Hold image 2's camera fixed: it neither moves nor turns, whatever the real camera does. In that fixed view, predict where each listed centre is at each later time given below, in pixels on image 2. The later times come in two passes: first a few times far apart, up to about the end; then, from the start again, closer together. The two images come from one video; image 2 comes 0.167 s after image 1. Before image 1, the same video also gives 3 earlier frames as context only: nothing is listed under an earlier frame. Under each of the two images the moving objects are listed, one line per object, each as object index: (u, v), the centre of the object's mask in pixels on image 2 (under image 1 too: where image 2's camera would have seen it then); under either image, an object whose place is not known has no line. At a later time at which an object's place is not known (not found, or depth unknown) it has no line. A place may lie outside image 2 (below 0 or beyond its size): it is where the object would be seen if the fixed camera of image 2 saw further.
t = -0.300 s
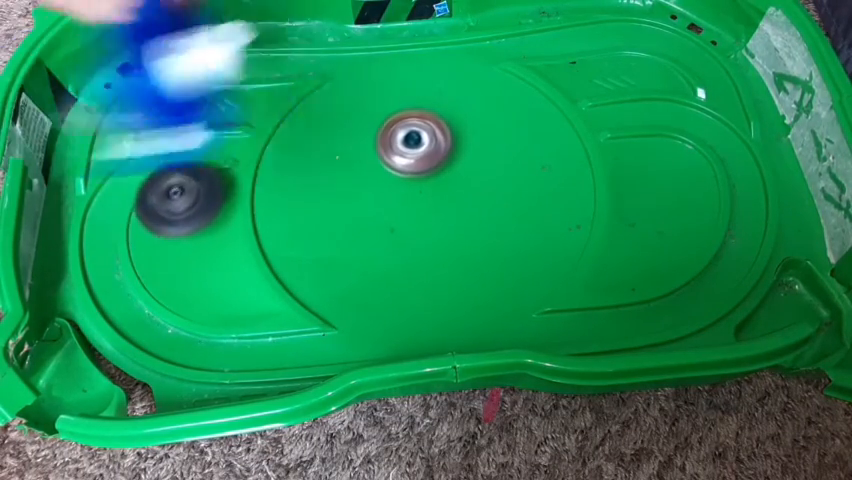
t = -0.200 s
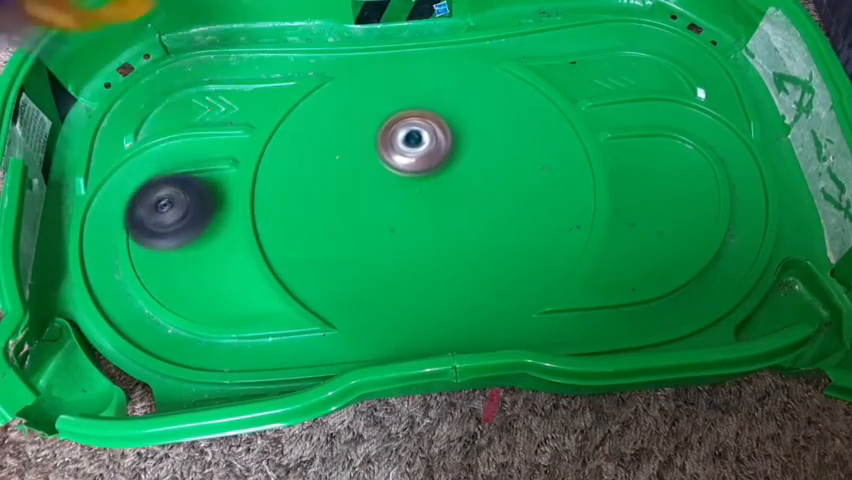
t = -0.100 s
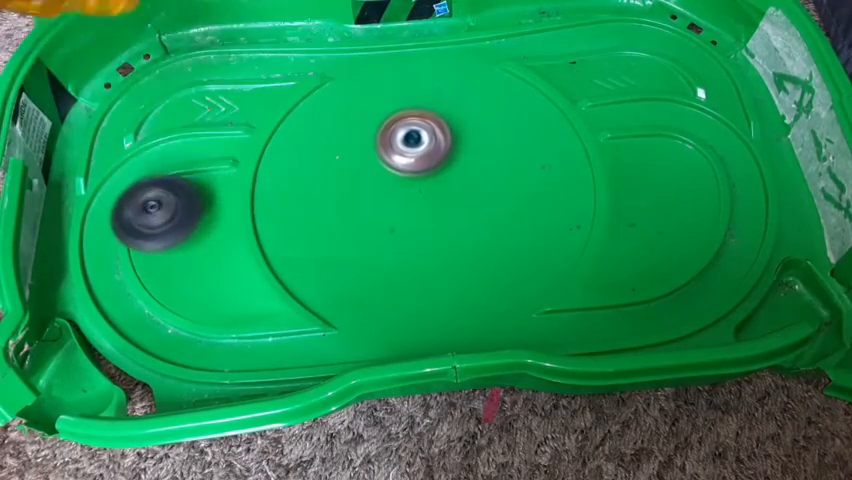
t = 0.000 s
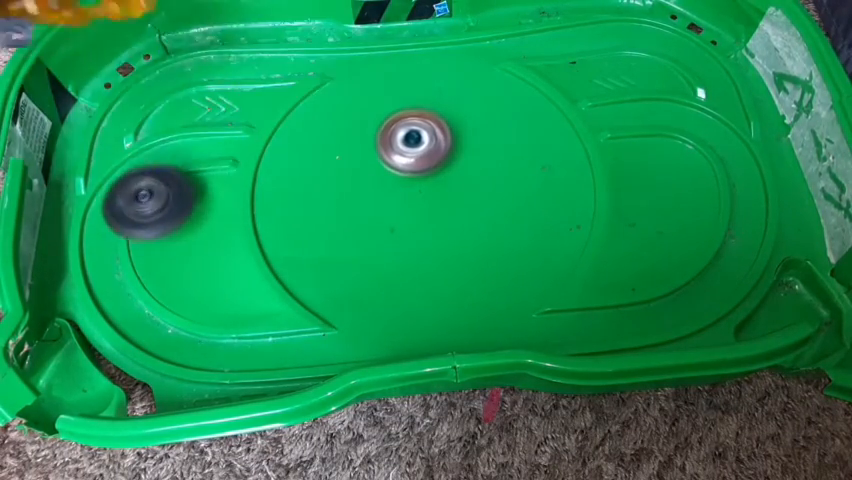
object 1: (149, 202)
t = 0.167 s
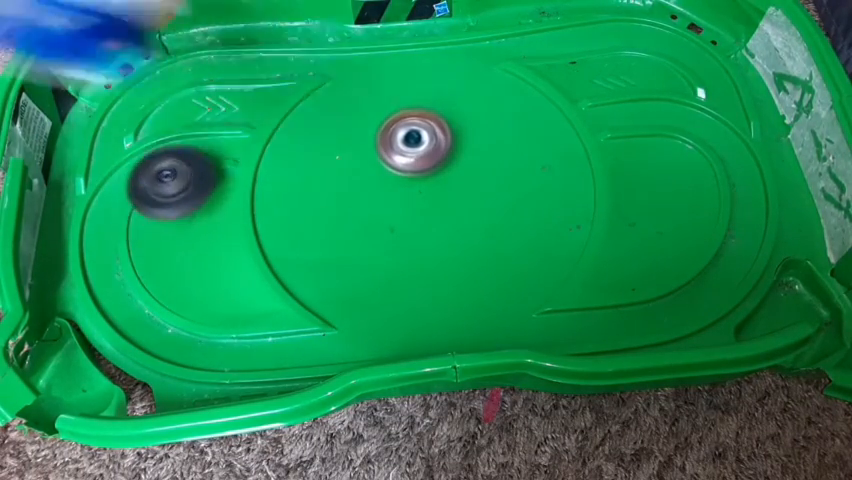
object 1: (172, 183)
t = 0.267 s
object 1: (183, 195)
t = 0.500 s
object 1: (157, 224)
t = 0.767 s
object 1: (168, 193)
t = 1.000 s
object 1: (172, 212)
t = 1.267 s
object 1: (160, 200)
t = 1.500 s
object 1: (183, 198)
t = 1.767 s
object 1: (162, 213)
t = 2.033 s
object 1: (169, 187)
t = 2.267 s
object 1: (176, 204)
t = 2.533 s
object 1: (155, 215)
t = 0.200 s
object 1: (176, 186)
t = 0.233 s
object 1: (181, 190)
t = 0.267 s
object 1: (183, 195)
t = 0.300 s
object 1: (183, 201)
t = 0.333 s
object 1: (180, 208)
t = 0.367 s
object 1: (176, 214)
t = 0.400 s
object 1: (170, 220)
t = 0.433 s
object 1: (165, 224)
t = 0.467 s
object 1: (161, 225)
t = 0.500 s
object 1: (157, 224)
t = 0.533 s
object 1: (155, 221)
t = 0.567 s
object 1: (154, 216)
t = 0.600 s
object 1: (155, 212)
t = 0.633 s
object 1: (156, 207)
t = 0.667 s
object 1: (157, 202)
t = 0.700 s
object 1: (159, 198)
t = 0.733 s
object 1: (165, 194)
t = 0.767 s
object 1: (168, 193)
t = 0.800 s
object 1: (173, 192)
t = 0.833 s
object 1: (176, 194)
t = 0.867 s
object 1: (178, 199)
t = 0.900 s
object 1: (179, 202)
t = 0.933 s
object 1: (178, 206)
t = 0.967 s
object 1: (175, 210)
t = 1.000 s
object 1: (172, 212)
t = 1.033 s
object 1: (170, 213)
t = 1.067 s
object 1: (168, 213)
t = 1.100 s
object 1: (166, 211)
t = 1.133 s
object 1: (164, 210)
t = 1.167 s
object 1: (164, 207)
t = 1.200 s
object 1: (162, 206)
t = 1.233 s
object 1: (161, 203)
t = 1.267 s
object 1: (160, 200)
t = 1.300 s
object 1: (162, 197)
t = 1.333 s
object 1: (165, 194)
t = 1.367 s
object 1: (172, 192)
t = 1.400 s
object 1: (173, 192)
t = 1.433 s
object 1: (178, 194)
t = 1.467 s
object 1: (181, 196)
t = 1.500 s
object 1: (183, 198)
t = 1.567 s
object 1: (181, 202)
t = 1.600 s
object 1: (178, 205)
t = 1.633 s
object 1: (175, 208)
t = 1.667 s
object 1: (171, 211)
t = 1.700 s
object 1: (168, 213)
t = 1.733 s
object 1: (165, 213)
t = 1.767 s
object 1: (162, 213)
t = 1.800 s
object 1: (156, 209)
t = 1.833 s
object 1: (154, 205)
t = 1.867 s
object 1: (153, 201)
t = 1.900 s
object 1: (154, 197)
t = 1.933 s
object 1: (156, 192)
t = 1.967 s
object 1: (161, 189)
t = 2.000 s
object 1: (164, 187)
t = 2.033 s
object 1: (169, 187)
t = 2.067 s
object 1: (172, 188)
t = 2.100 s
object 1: (173, 190)
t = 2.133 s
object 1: (176, 192)
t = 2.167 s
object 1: (177, 194)
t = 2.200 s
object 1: (178, 198)
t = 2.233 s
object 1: (178, 201)
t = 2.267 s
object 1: (176, 204)
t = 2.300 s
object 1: (174, 207)
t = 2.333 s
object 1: (172, 211)
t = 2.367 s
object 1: (168, 214)
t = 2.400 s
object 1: (165, 216)
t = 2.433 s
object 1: (162, 218)
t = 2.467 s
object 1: (159, 217)
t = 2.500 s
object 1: (156, 216)
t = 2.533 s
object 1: (155, 215)
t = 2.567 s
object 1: (154, 213)
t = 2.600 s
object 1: (153, 210)
